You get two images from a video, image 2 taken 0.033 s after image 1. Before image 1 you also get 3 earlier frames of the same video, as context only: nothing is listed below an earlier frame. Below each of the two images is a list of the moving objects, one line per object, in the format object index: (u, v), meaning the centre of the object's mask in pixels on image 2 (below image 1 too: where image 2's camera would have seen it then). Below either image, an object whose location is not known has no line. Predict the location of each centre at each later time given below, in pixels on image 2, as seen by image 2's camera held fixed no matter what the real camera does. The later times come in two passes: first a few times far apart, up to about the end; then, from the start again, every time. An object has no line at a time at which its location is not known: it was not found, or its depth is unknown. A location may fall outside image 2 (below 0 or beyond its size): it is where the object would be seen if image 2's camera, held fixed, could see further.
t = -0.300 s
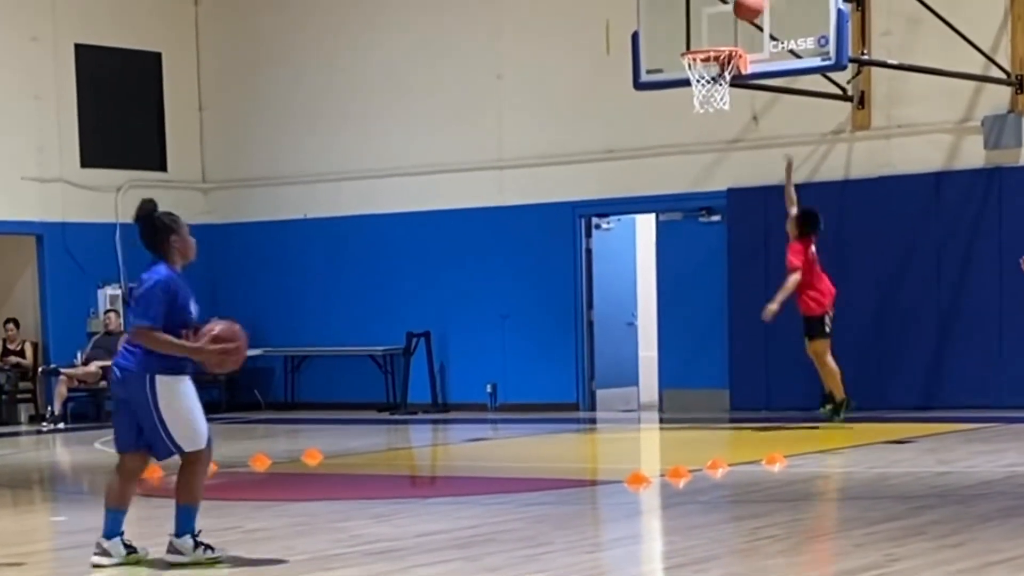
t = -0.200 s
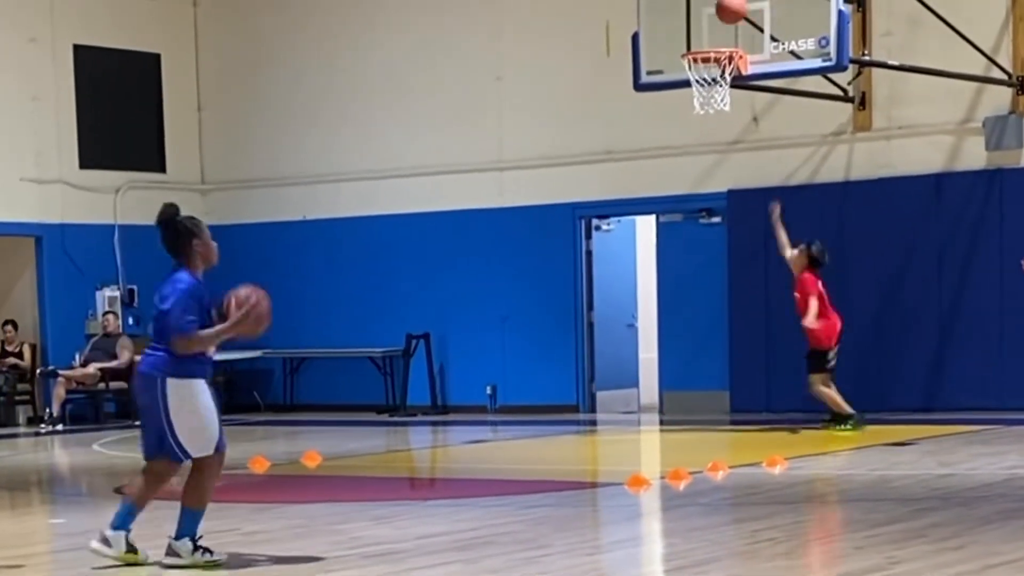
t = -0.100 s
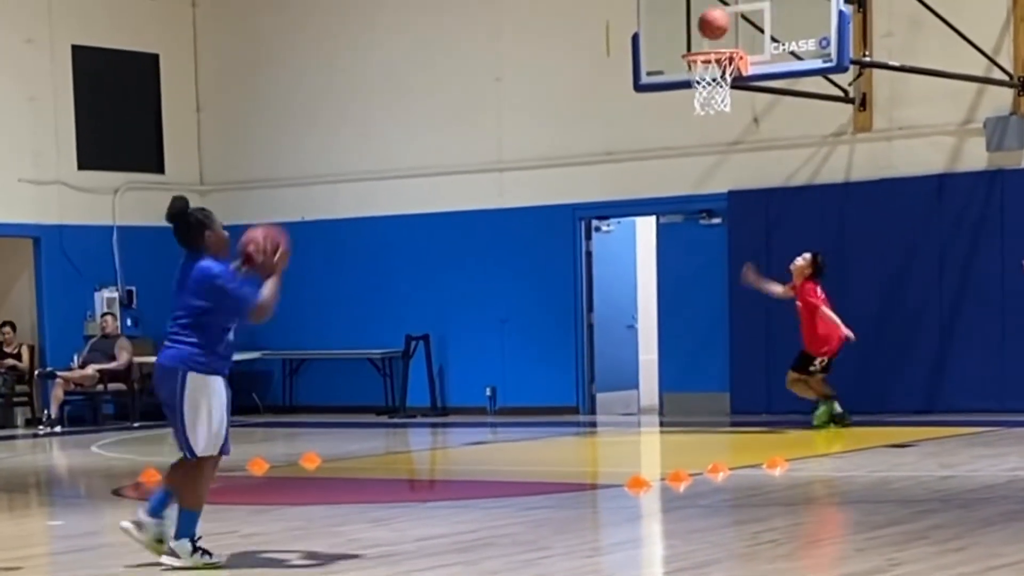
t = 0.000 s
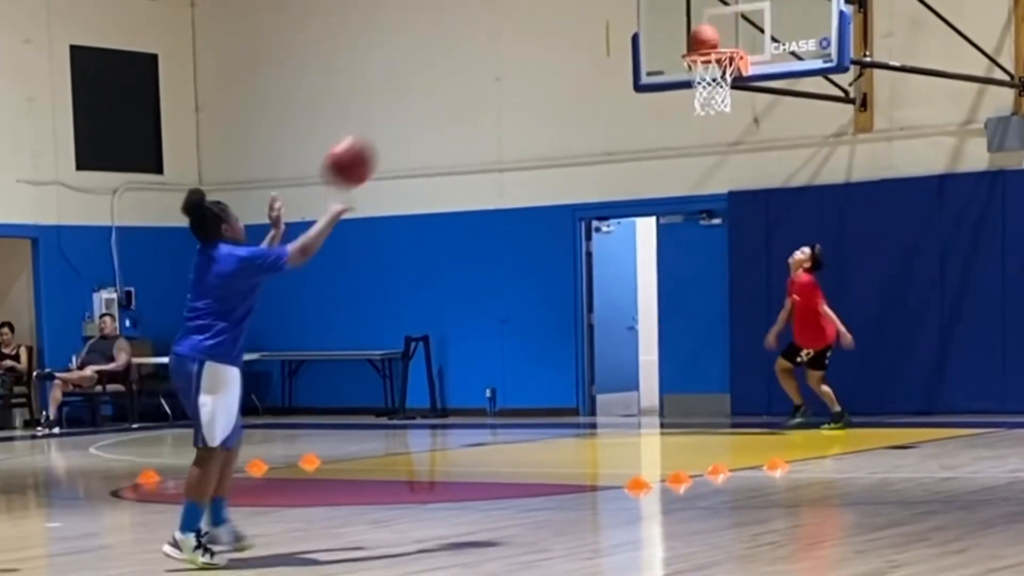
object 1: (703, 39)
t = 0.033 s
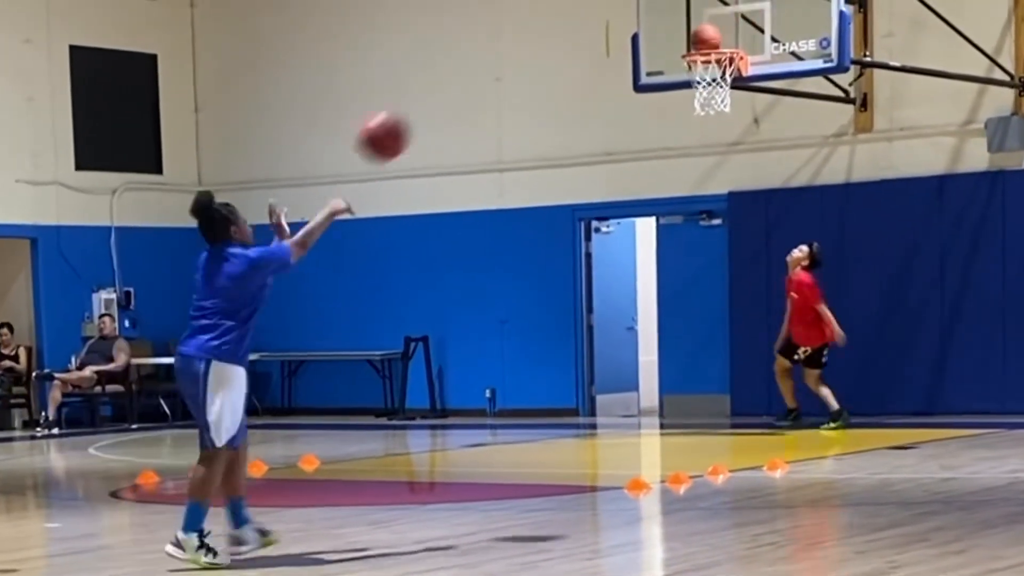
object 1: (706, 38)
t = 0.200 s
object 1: (714, 51)
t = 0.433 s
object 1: (710, 77)
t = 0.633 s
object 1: (705, 112)
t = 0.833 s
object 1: (711, 179)
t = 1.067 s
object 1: (715, 322)
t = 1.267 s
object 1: (717, 380)
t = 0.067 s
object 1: (709, 38)
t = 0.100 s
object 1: (711, 39)
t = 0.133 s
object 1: (714, 42)
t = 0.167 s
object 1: (717, 44)
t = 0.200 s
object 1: (714, 51)
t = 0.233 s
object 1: (713, 55)
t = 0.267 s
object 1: (713, 58)
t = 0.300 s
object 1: (713, 63)
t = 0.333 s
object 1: (710, 70)
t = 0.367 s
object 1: (707, 76)
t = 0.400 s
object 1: (706, 78)
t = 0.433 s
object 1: (710, 77)
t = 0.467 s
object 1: (708, 76)
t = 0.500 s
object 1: (703, 87)
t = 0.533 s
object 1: (703, 94)
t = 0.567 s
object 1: (705, 102)
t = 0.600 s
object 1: (704, 104)
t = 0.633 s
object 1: (705, 112)
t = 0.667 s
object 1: (707, 119)
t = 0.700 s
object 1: (708, 126)
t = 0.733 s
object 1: (709, 137)
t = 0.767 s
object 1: (709, 150)
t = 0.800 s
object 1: (710, 164)
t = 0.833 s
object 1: (711, 179)
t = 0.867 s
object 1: (712, 197)
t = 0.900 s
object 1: (712, 214)
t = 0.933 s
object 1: (714, 233)
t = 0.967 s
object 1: (715, 254)
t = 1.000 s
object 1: (714, 275)
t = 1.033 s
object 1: (716, 297)
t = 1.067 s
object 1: (715, 322)
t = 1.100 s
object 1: (717, 348)
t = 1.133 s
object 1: (718, 373)
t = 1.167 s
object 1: (719, 401)
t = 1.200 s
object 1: (719, 424)
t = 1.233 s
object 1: (719, 402)
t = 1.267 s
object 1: (717, 380)
